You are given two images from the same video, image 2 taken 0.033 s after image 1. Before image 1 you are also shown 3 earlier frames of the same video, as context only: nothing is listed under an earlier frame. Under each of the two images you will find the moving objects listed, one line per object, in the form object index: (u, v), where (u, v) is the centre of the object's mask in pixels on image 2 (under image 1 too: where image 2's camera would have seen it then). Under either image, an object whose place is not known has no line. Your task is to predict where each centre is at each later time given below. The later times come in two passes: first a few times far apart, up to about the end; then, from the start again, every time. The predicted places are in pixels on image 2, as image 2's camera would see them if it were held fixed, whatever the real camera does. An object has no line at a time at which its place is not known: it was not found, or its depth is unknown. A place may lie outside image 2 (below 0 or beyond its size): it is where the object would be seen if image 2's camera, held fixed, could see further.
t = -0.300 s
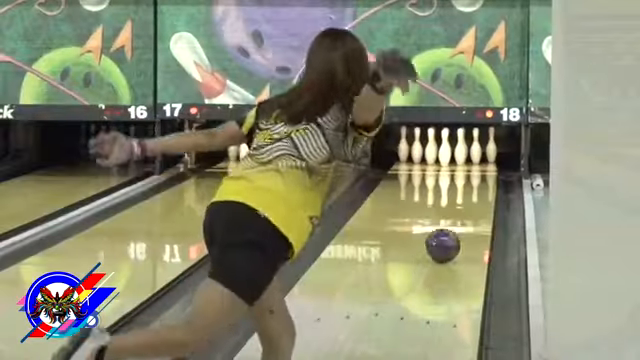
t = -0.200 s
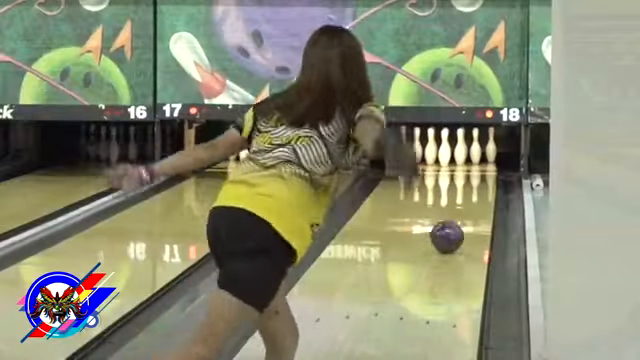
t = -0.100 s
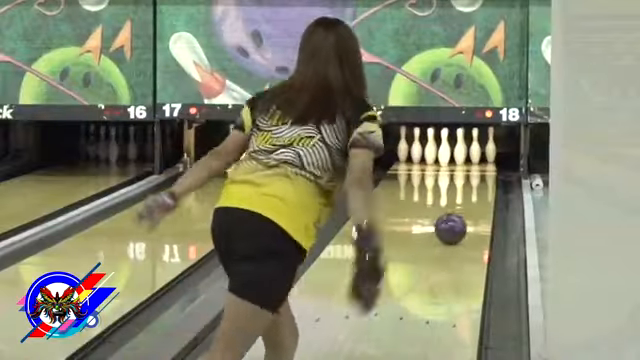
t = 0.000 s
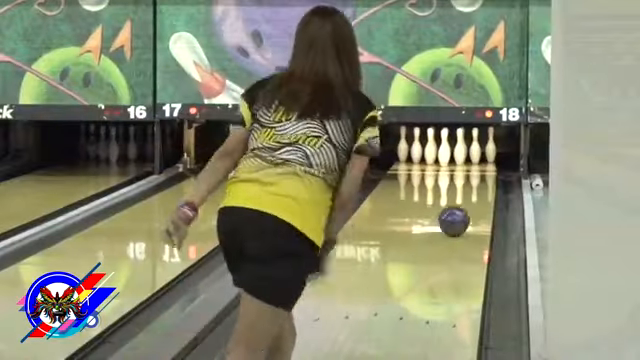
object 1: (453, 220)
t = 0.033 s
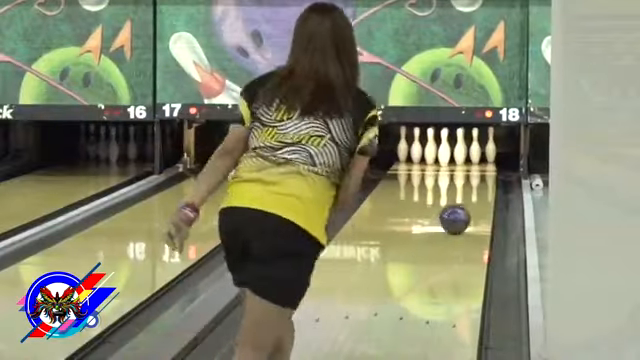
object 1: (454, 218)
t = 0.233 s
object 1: (459, 206)
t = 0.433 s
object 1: (463, 194)
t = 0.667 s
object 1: (465, 183)
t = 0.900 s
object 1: (465, 174)
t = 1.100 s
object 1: (463, 167)
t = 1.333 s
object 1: (458, 159)
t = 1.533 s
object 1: (460, 155)
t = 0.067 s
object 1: (455, 216)
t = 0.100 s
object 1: (456, 214)
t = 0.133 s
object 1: (457, 212)
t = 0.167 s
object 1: (458, 210)
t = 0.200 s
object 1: (459, 207)
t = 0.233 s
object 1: (459, 206)
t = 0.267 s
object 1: (460, 204)
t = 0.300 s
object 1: (461, 201)
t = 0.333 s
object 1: (462, 200)
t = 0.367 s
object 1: (462, 198)
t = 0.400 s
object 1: (463, 196)
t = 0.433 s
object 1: (463, 194)
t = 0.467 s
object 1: (464, 193)
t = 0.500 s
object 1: (464, 191)
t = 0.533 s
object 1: (464, 189)
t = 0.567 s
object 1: (465, 188)
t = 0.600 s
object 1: (465, 186)
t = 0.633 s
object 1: (465, 185)
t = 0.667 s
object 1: (465, 183)
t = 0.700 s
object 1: (465, 182)
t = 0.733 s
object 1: (466, 180)
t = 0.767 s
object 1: (466, 179)
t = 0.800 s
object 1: (465, 178)
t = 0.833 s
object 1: (465, 177)
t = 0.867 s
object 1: (465, 175)
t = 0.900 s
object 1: (465, 174)
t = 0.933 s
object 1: (465, 173)
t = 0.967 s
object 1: (464, 172)
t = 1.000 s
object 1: (464, 171)
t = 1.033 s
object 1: (463, 169)
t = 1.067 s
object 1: (463, 168)
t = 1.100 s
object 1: (463, 167)
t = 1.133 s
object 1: (462, 166)
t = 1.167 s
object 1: (462, 164)
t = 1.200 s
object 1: (461, 164)
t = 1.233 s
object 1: (460, 162)
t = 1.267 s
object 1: (460, 162)
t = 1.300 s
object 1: (459, 160)
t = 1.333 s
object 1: (458, 159)
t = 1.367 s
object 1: (458, 158)
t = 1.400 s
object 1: (458, 158)
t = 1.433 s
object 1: (457, 157)
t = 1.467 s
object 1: (458, 157)
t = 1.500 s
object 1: (459, 156)
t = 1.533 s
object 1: (460, 155)
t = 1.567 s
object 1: (461, 154)
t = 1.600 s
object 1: (461, 153)
